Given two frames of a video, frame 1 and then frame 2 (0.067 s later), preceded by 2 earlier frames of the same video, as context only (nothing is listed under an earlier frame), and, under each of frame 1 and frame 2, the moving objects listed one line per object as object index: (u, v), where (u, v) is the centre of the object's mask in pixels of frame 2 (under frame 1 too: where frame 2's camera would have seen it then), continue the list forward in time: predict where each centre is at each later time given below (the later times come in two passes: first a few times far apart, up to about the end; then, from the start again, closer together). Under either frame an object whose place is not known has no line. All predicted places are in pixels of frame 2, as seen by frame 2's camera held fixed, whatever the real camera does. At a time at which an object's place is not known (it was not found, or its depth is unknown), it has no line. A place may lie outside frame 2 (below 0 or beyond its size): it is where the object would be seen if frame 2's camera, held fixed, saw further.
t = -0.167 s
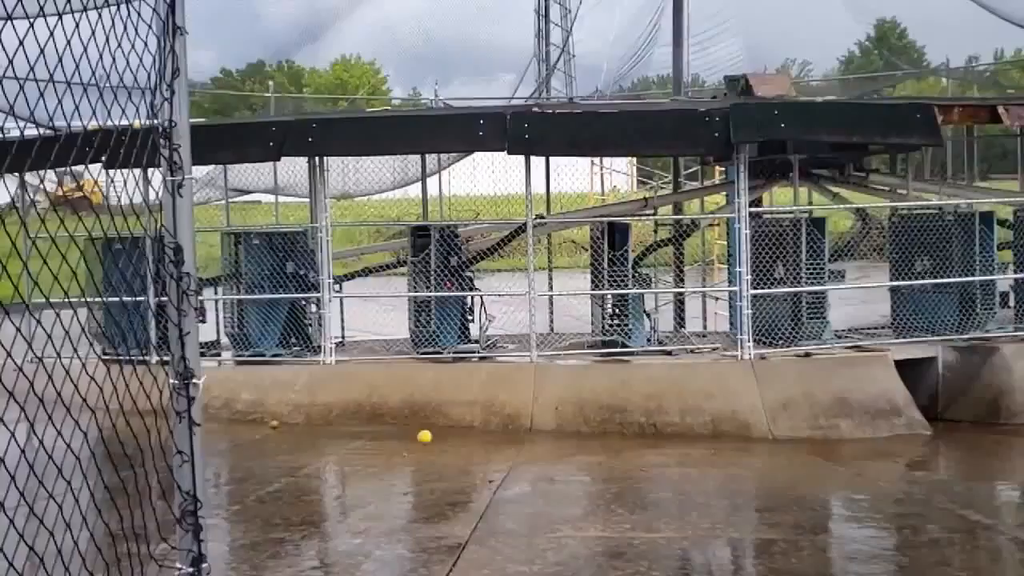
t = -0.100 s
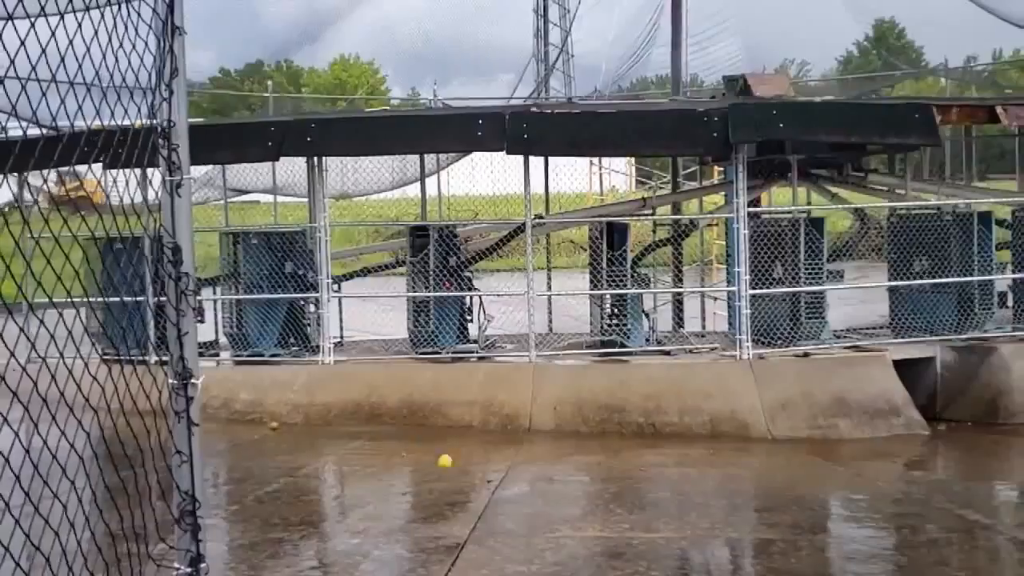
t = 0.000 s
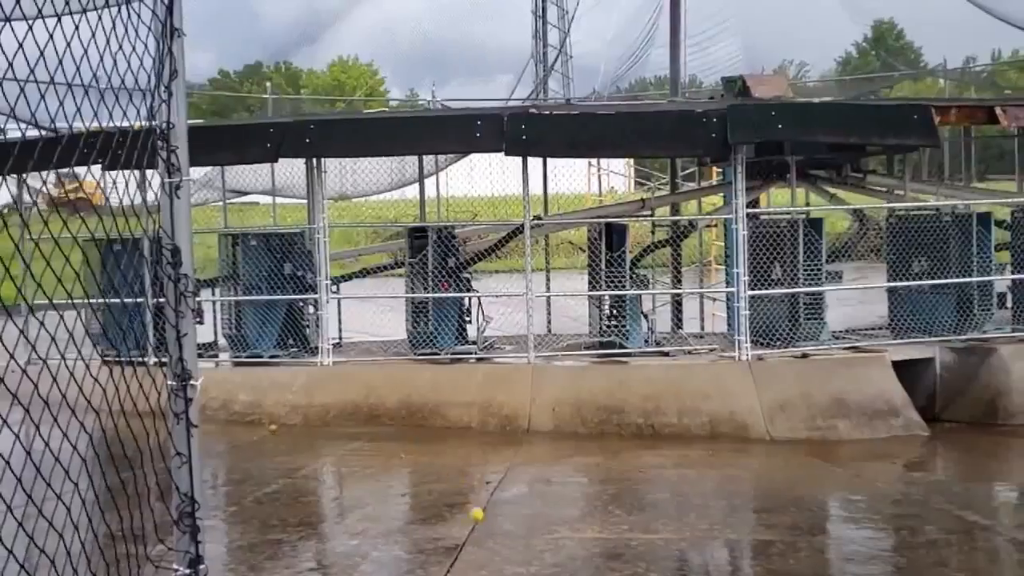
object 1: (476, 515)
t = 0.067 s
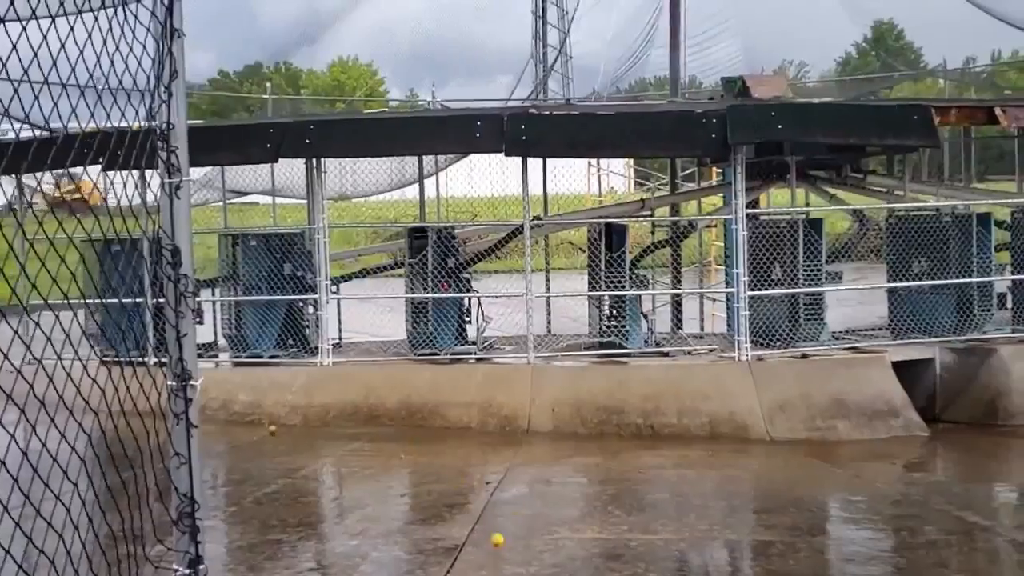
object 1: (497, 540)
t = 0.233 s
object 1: (542, 473)
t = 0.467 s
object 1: (601, 465)
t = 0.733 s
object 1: (664, 483)
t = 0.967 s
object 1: (715, 477)
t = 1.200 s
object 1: (761, 469)
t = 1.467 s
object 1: (812, 470)
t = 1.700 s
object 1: (852, 466)
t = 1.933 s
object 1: (888, 458)
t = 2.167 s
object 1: (920, 453)
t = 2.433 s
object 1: (949, 444)
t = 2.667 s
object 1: (972, 436)
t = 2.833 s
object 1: (986, 434)
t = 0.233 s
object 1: (542, 473)
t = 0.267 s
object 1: (550, 466)
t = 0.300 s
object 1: (558, 461)
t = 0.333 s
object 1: (567, 459)
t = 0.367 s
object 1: (576, 458)
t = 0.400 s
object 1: (583, 458)
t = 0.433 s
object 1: (593, 461)
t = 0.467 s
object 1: (601, 465)
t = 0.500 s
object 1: (609, 472)
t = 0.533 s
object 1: (618, 480)
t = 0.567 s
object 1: (626, 489)
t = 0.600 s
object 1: (633, 502)
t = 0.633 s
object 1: (641, 512)
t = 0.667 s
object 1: (649, 501)
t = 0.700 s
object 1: (657, 491)
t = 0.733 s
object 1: (664, 483)
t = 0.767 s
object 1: (672, 477)
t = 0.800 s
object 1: (678, 473)
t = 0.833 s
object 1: (686, 471)
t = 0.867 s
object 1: (693, 470)
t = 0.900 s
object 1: (700, 471)
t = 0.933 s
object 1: (708, 474)
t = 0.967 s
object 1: (715, 477)
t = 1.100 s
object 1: (742, 480)
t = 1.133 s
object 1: (749, 475)
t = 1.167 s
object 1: (755, 471)
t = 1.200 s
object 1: (761, 469)
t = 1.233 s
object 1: (768, 469)
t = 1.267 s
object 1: (774, 470)
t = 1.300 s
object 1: (781, 473)
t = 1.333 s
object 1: (787, 477)
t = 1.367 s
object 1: (793, 479)
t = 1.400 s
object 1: (800, 474)
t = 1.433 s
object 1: (806, 471)
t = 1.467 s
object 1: (812, 470)
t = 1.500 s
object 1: (818, 469)
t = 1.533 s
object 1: (824, 471)
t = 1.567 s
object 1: (830, 474)
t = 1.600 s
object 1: (836, 469)
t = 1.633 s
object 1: (841, 466)
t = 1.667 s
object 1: (847, 465)
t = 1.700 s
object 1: (852, 466)
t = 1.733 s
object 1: (857, 467)
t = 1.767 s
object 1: (863, 465)
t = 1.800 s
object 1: (868, 462)
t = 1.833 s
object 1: (873, 460)
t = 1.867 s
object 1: (879, 460)
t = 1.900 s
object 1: (883, 461)
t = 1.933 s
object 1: (888, 458)
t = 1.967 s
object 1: (893, 457)
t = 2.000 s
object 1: (898, 457)
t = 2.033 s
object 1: (902, 456)
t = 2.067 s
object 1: (907, 454)
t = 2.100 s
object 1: (911, 454)
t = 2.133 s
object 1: (915, 453)
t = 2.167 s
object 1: (920, 453)
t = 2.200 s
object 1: (924, 451)
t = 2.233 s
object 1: (927, 450)
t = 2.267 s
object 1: (931, 449)
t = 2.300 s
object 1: (935, 448)
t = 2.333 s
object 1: (939, 448)
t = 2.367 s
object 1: (943, 446)
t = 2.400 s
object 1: (946, 445)
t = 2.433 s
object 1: (949, 444)
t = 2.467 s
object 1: (953, 443)
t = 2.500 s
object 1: (956, 442)
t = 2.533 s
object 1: (960, 441)
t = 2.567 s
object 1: (963, 440)
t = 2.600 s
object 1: (966, 439)
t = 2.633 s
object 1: (969, 438)
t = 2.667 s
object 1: (972, 436)
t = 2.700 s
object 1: (975, 436)
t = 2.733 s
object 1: (978, 435)
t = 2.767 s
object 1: (981, 434)
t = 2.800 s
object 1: (984, 435)
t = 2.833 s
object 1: (986, 434)
